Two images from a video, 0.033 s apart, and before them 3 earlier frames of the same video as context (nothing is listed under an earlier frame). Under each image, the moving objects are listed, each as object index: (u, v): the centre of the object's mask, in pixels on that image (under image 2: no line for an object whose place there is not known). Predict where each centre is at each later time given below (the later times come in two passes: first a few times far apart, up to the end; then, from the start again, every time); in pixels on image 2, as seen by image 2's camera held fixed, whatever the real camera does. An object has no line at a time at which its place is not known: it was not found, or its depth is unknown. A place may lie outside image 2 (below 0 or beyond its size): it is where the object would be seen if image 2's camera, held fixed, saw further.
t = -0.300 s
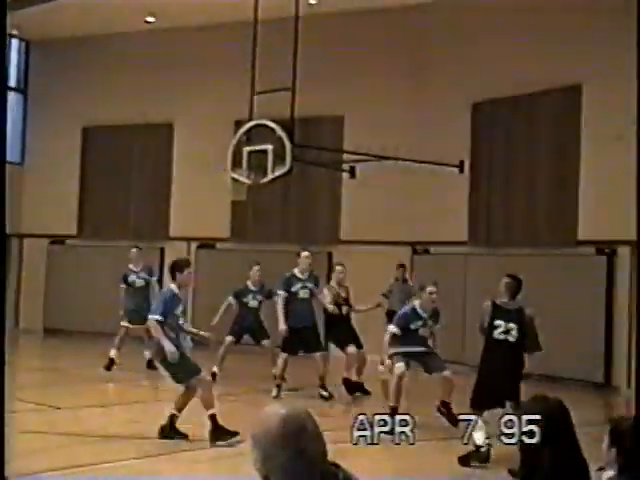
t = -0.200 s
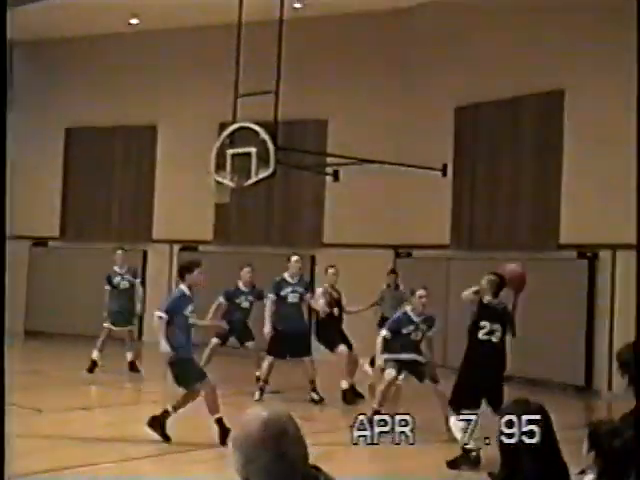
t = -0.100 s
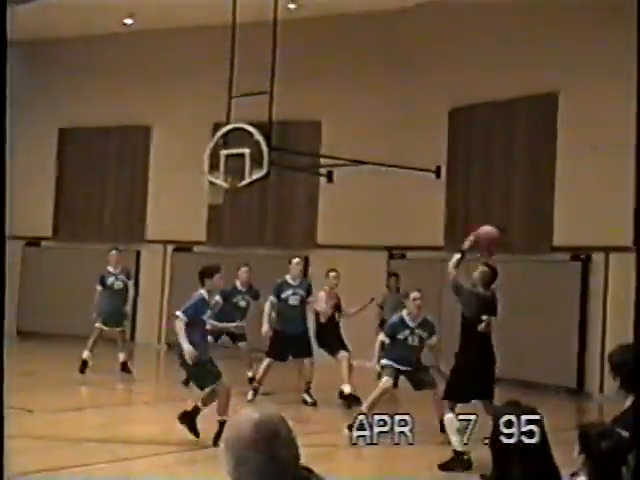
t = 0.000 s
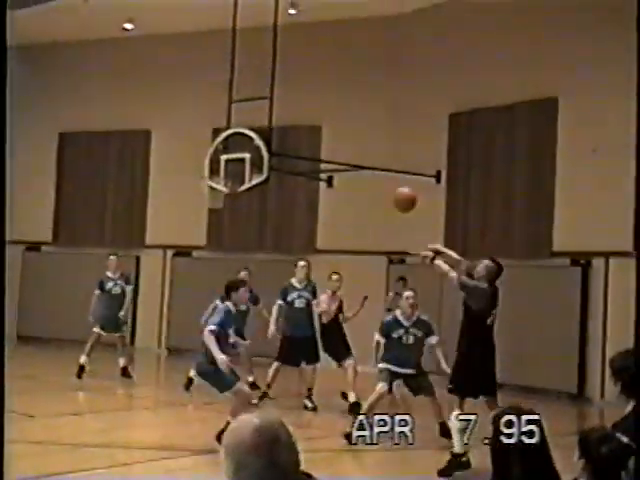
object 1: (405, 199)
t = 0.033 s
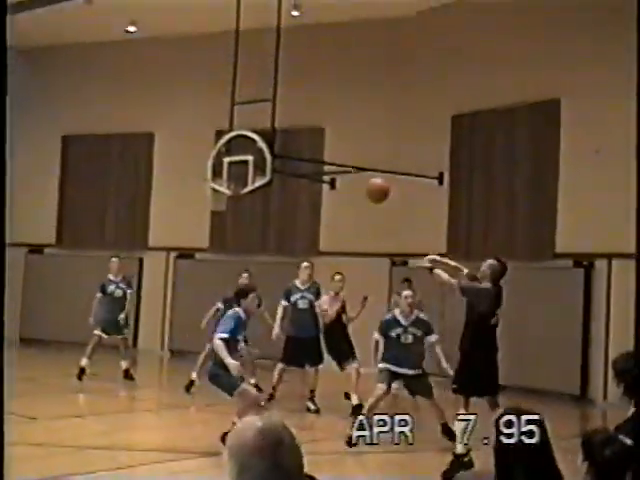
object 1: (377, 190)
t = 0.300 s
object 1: (166, 149)
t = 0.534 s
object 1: (15, 170)
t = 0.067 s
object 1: (346, 180)
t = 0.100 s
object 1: (319, 173)
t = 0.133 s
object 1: (291, 166)
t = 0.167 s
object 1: (265, 161)
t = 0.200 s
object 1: (238, 157)
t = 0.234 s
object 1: (213, 152)
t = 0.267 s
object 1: (190, 151)
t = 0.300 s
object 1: (166, 149)
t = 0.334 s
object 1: (142, 149)
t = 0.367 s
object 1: (120, 151)
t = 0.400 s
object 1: (98, 152)
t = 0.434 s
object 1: (77, 156)
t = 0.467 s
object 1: (57, 160)
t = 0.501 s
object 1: (35, 164)
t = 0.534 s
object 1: (15, 170)
